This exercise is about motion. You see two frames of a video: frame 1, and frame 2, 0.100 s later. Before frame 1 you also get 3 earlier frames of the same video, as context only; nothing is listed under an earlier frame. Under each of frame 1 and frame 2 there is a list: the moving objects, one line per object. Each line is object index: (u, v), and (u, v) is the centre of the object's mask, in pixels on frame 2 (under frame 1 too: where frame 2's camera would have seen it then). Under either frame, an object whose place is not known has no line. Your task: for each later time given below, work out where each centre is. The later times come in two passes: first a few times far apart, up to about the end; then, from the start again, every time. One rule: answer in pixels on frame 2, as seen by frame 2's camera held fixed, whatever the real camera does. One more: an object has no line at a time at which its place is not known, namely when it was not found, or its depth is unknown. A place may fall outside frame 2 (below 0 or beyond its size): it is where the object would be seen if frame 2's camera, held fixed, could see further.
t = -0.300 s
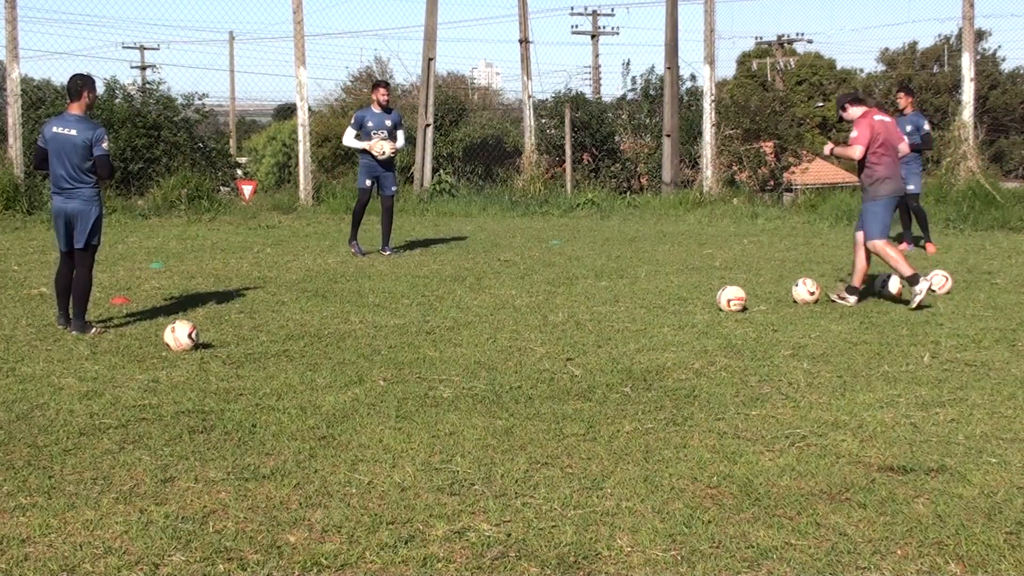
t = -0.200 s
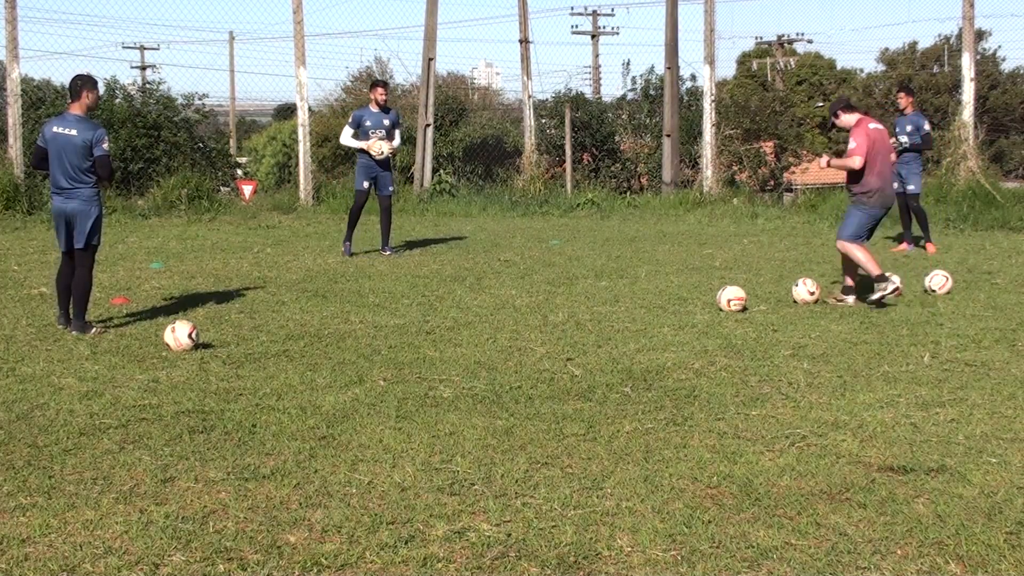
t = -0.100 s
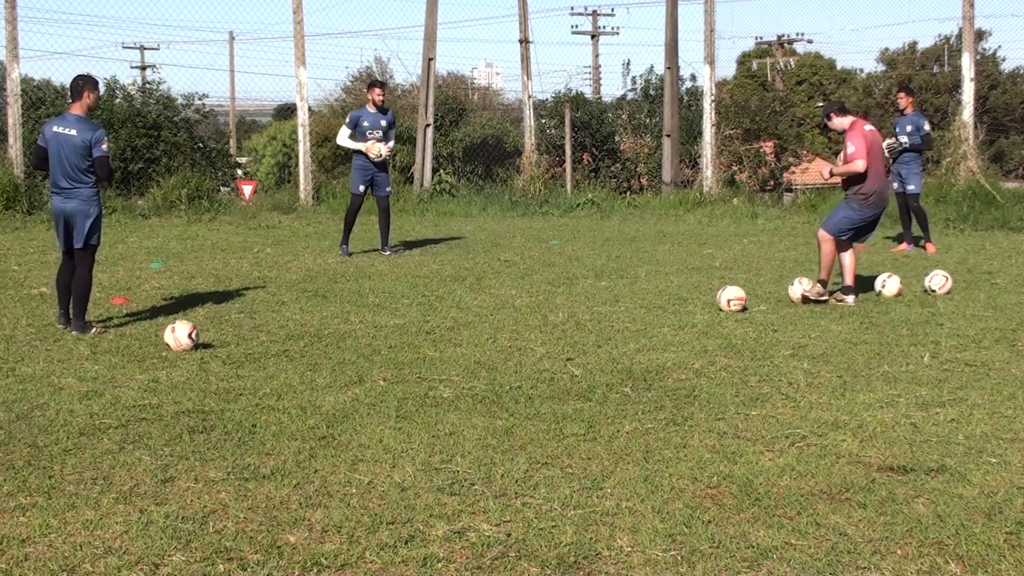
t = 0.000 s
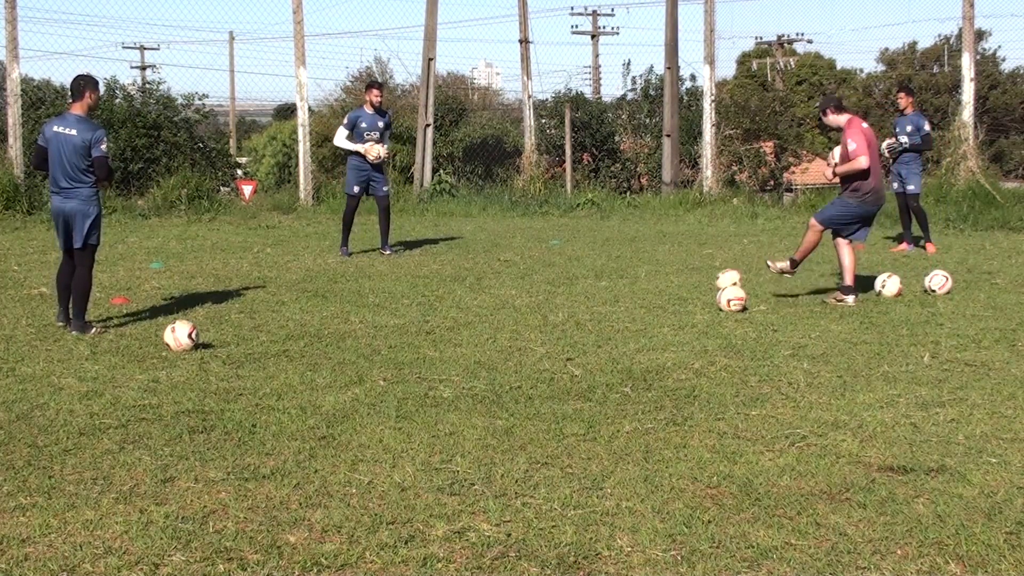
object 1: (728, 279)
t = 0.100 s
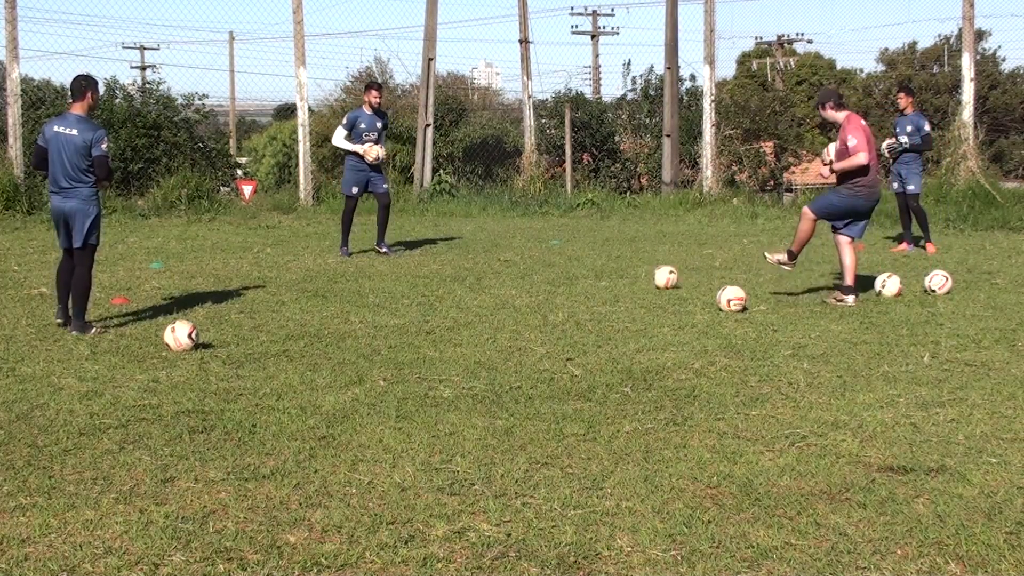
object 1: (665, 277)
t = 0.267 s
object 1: (580, 270)
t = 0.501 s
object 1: (493, 262)
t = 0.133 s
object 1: (646, 275)
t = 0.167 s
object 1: (628, 274)
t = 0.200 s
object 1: (611, 273)
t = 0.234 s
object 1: (595, 272)
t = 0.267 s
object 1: (580, 270)
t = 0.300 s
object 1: (567, 268)
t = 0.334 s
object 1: (552, 266)
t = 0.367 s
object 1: (539, 266)
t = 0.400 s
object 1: (526, 265)
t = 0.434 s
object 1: (516, 264)
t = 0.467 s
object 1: (504, 263)
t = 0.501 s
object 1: (493, 262)
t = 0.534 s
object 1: (483, 261)
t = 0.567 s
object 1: (473, 259)
